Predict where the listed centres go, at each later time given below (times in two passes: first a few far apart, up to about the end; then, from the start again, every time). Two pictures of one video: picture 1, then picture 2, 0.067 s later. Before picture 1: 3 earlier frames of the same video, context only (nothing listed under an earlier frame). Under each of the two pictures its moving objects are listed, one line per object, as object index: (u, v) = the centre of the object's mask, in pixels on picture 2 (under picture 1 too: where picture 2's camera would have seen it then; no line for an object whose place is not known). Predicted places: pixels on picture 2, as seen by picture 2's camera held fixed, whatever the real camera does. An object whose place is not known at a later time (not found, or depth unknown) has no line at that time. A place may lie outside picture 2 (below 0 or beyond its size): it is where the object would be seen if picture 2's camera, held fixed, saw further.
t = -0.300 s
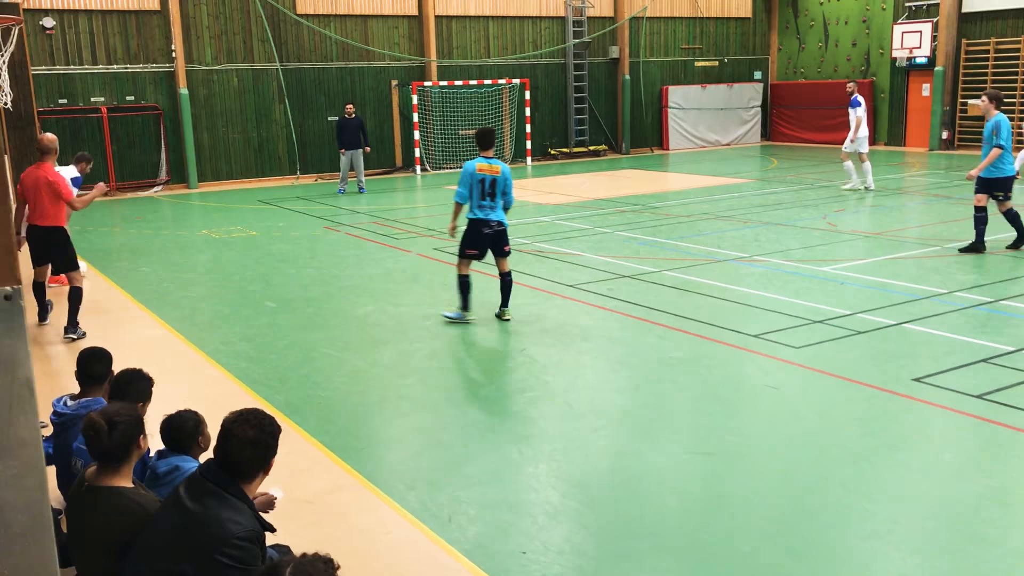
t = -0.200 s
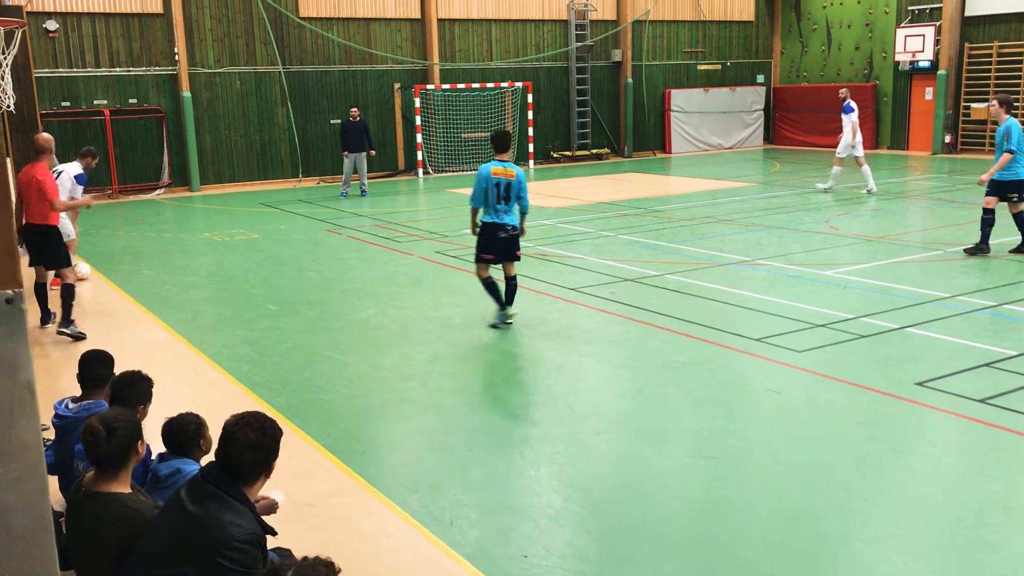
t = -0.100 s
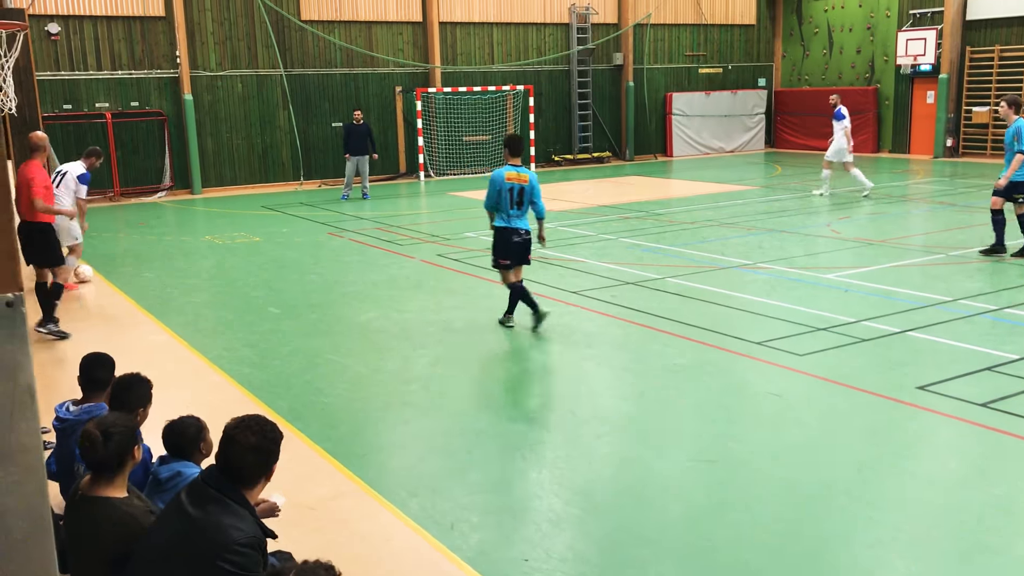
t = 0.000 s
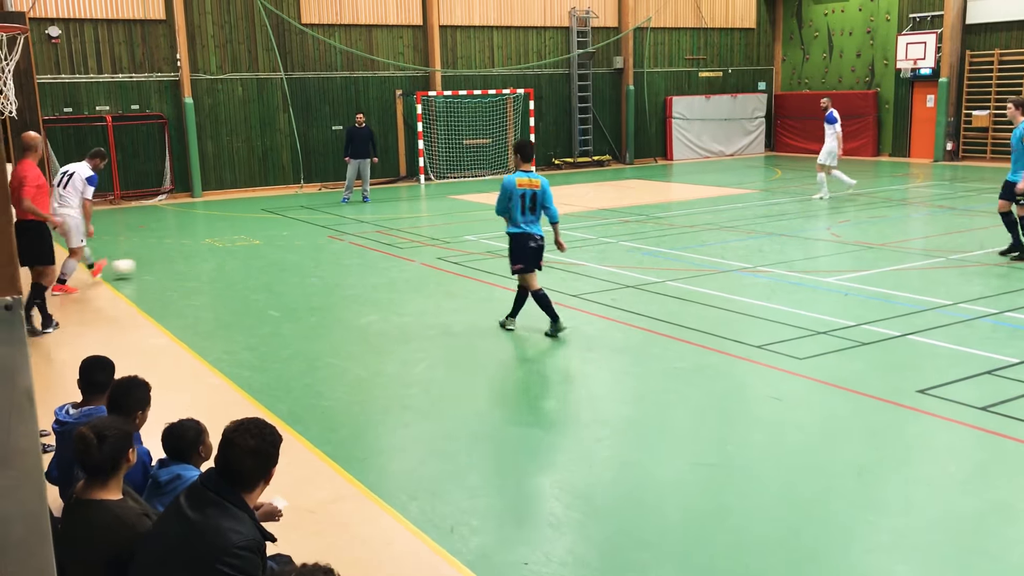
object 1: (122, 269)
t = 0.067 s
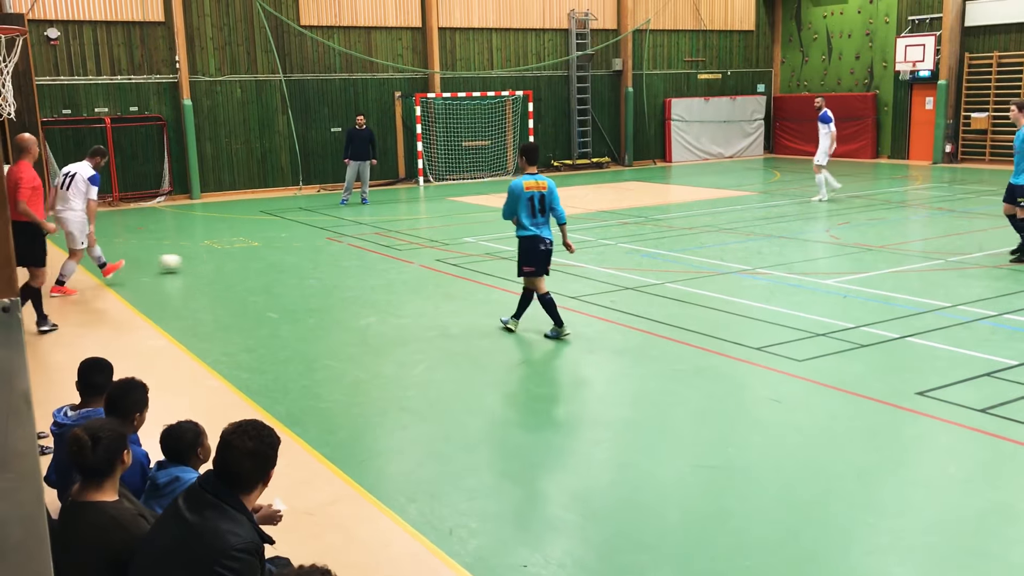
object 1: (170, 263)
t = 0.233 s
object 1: (269, 249)
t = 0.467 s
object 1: (363, 235)
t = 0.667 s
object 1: (421, 227)
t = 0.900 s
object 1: (479, 218)
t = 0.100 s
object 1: (193, 260)
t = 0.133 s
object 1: (214, 256)
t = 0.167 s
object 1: (233, 254)
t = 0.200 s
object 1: (251, 251)
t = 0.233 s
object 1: (269, 249)
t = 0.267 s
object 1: (284, 247)
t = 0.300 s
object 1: (299, 244)
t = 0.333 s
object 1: (313, 242)
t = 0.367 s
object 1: (326, 240)
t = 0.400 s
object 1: (340, 239)
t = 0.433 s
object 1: (351, 237)
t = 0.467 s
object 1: (363, 235)
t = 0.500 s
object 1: (374, 233)
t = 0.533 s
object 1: (384, 232)
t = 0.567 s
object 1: (394, 231)
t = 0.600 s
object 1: (403, 229)
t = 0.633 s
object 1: (413, 228)
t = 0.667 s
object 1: (421, 227)
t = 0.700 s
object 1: (430, 225)
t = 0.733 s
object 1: (439, 224)
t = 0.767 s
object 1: (447, 223)
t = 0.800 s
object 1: (456, 221)
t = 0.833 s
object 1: (464, 220)
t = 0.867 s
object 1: (472, 219)
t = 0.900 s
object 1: (479, 218)
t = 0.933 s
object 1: (487, 216)
